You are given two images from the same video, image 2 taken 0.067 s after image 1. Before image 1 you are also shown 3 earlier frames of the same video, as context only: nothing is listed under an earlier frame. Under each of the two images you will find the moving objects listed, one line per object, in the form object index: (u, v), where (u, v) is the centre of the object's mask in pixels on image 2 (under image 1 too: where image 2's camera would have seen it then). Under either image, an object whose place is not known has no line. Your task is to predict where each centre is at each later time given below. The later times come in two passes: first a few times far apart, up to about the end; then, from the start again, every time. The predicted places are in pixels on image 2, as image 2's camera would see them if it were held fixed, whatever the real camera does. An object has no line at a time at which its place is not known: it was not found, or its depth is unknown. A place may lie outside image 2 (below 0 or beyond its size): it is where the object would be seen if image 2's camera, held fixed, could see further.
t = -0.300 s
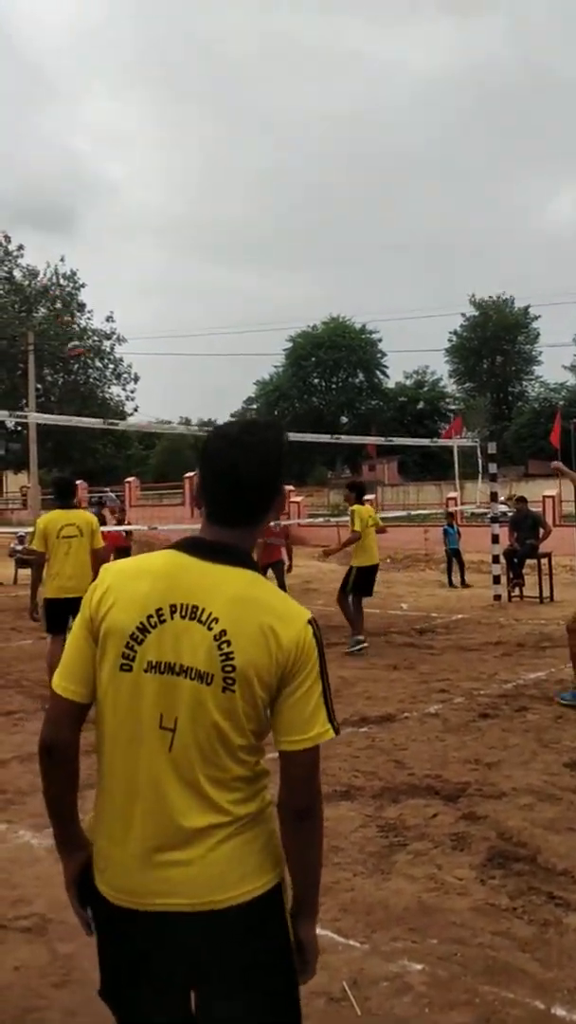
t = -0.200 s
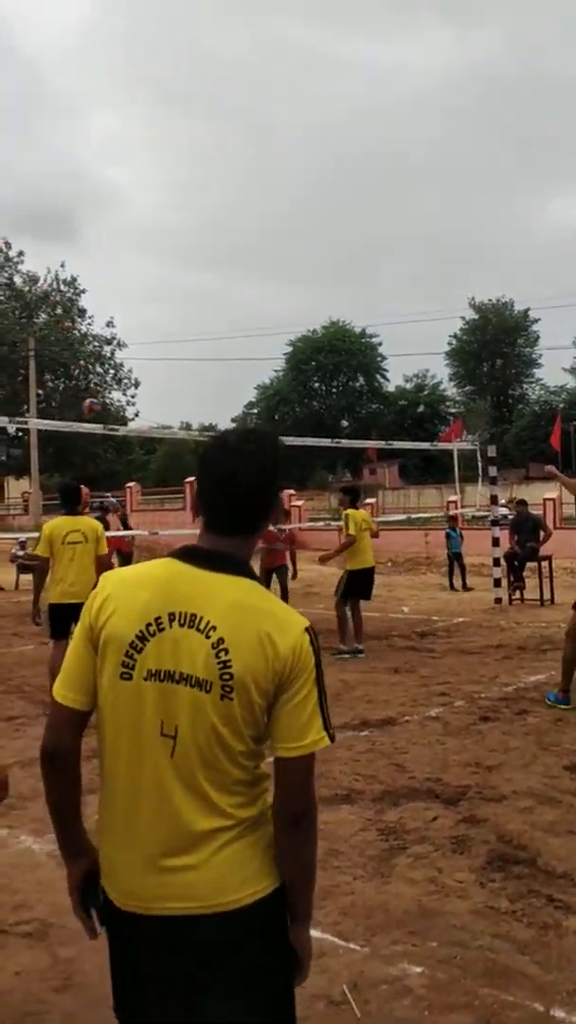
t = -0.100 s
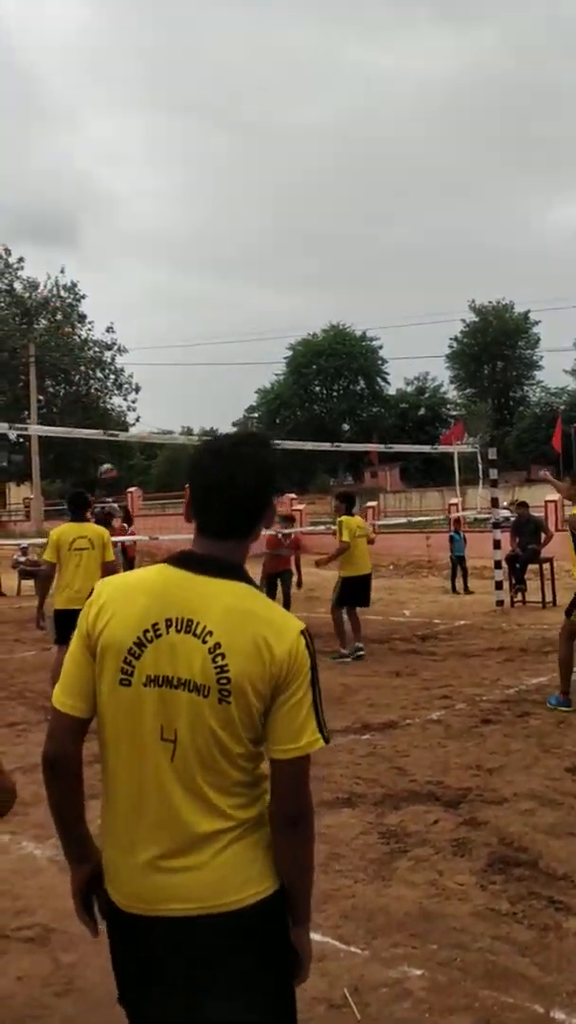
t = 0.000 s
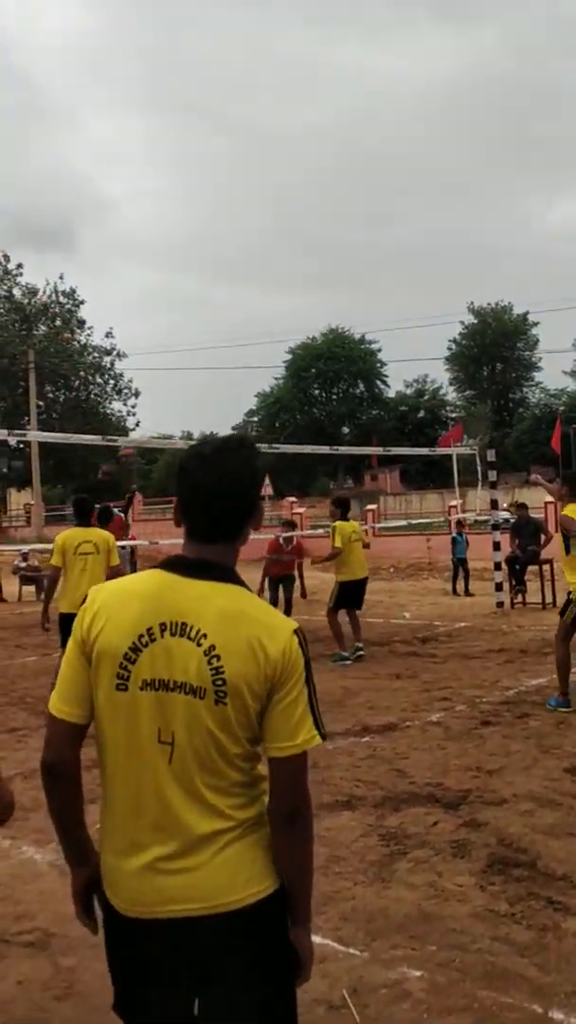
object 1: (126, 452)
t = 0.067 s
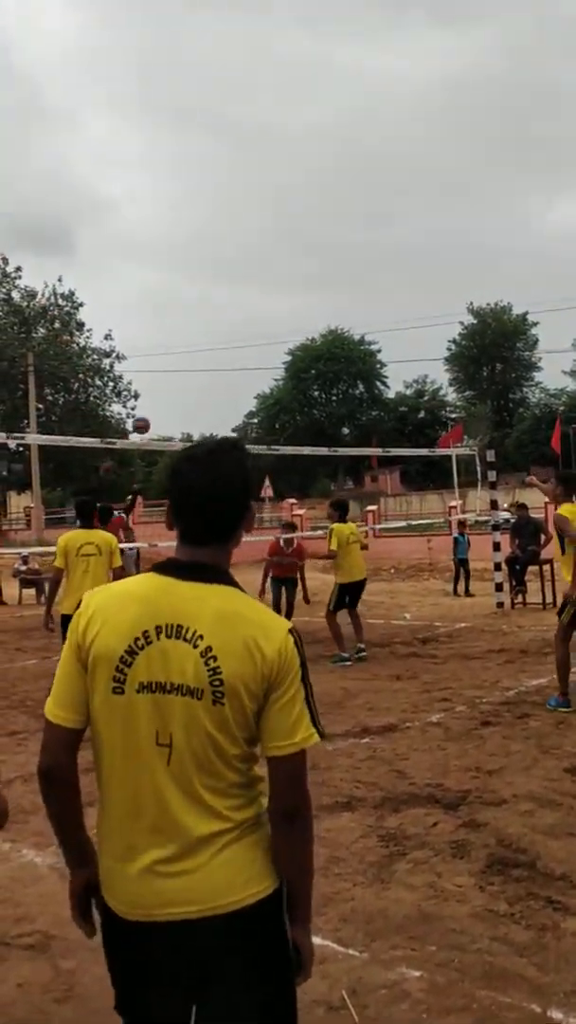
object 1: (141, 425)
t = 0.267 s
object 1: (182, 359)
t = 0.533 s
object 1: (232, 328)
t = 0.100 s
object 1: (148, 411)
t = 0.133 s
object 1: (155, 399)
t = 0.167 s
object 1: (162, 387)
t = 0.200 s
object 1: (168, 377)
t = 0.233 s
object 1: (175, 367)
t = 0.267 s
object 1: (182, 359)
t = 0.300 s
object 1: (188, 351)
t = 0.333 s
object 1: (195, 345)
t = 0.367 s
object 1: (201, 340)
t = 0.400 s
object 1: (207, 336)
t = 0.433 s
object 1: (213, 333)
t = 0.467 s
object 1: (220, 330)
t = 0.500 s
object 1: (226, 329)
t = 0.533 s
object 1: (232, 328)
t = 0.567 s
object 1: (238, 329)
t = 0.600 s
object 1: (244, 330)
